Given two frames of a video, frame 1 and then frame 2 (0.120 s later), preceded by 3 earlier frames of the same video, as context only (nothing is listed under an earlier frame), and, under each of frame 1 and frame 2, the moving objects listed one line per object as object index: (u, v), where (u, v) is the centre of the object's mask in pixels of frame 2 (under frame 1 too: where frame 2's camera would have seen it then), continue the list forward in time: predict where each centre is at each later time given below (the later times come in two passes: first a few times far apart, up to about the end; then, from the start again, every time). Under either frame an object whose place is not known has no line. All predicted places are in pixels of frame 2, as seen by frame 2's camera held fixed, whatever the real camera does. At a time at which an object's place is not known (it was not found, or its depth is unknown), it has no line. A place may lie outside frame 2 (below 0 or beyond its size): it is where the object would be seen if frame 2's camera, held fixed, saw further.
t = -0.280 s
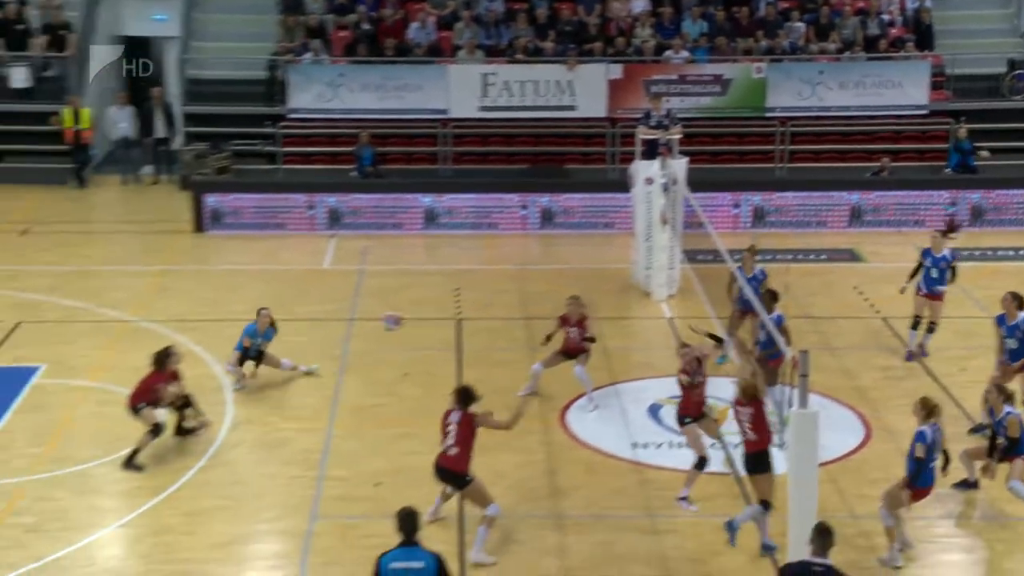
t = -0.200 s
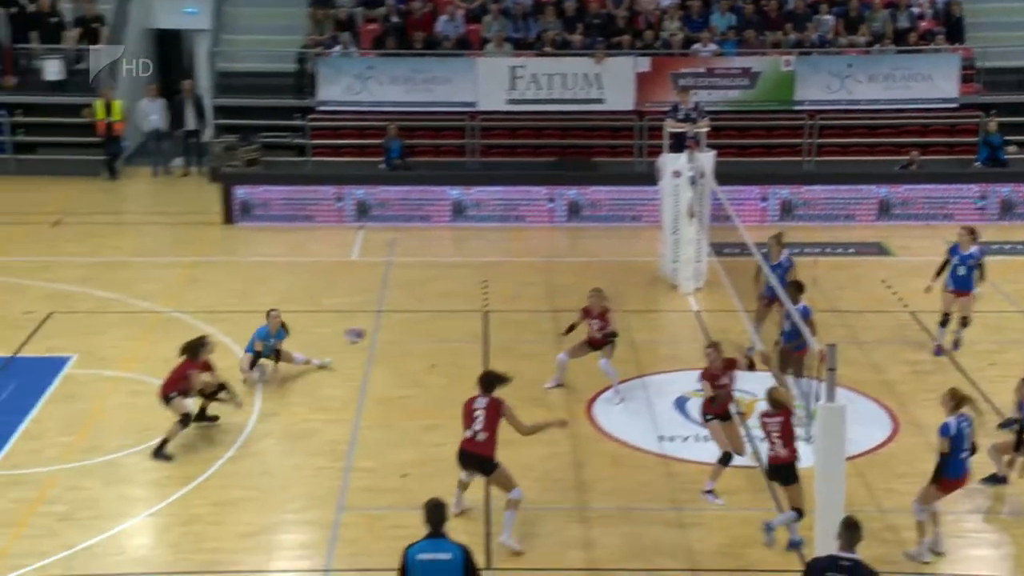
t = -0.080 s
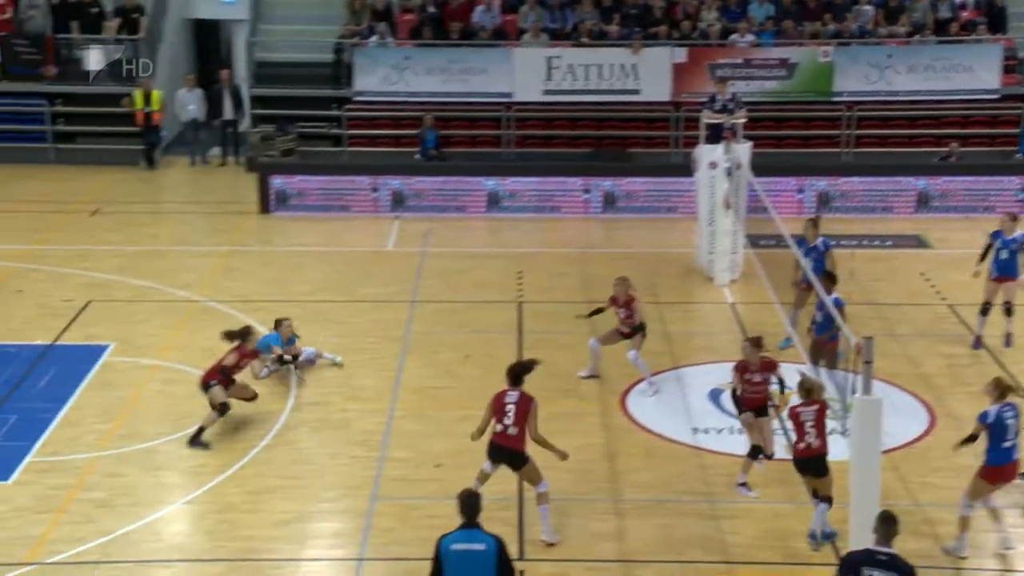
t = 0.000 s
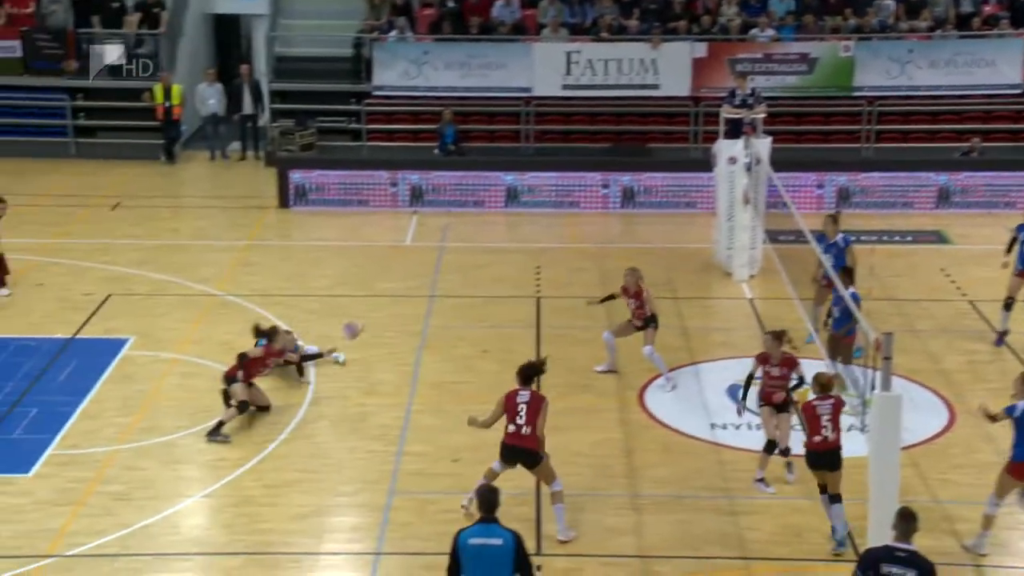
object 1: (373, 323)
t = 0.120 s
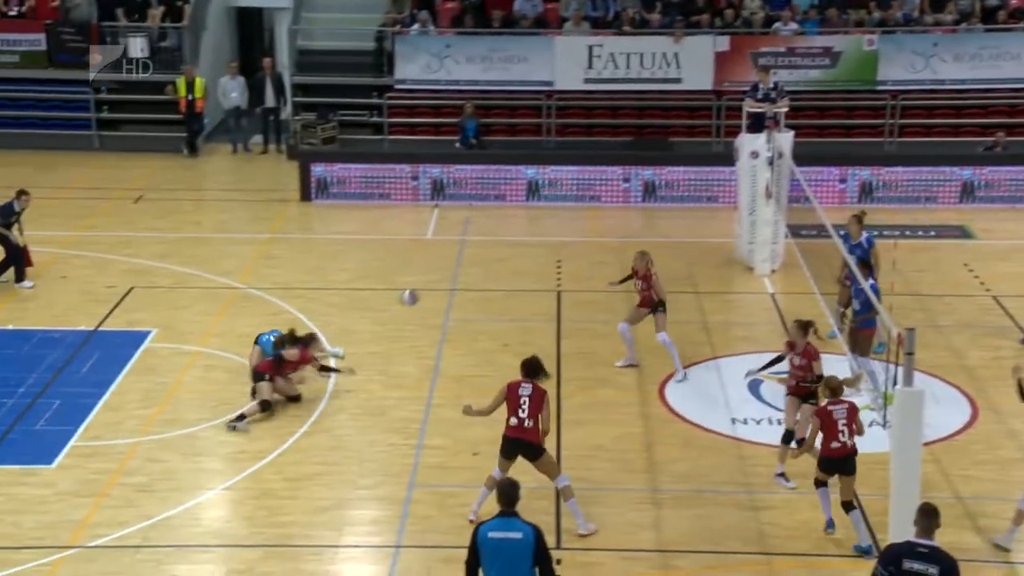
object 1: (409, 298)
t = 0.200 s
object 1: (434, 287)
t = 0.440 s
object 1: (502, 286)
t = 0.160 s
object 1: (421, 291)
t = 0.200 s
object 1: (434, 287)
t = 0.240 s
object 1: (445, 284)
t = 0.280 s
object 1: (457, 281)
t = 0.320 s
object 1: (470, 281)
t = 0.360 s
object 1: (481, 282)
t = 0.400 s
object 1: (492, 283)
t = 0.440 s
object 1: (502, 286)
